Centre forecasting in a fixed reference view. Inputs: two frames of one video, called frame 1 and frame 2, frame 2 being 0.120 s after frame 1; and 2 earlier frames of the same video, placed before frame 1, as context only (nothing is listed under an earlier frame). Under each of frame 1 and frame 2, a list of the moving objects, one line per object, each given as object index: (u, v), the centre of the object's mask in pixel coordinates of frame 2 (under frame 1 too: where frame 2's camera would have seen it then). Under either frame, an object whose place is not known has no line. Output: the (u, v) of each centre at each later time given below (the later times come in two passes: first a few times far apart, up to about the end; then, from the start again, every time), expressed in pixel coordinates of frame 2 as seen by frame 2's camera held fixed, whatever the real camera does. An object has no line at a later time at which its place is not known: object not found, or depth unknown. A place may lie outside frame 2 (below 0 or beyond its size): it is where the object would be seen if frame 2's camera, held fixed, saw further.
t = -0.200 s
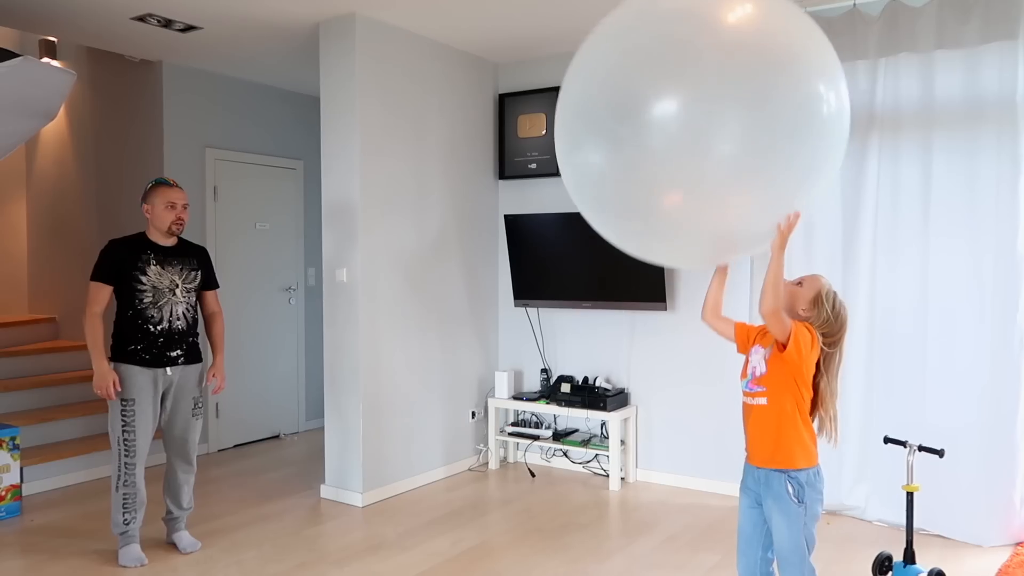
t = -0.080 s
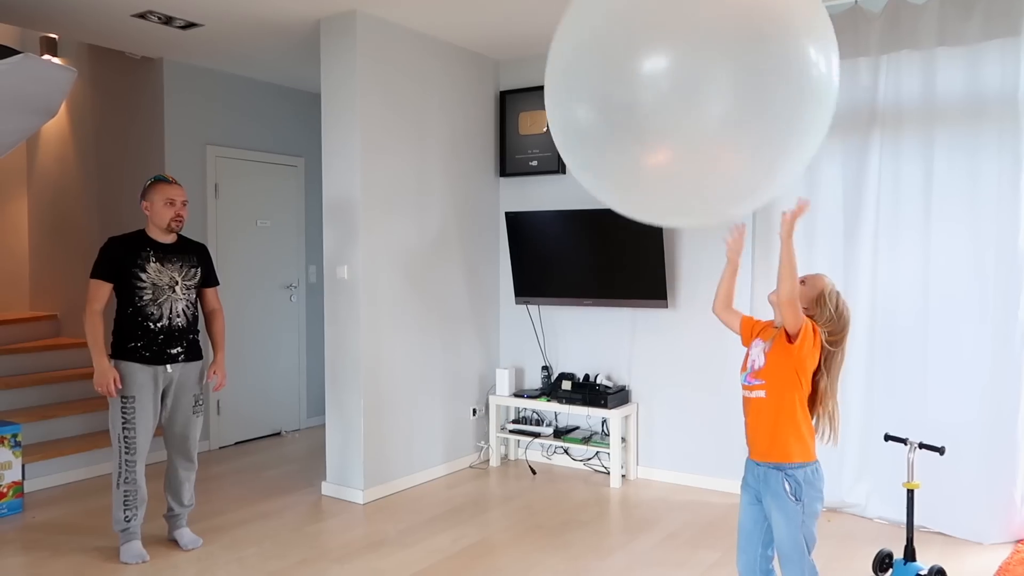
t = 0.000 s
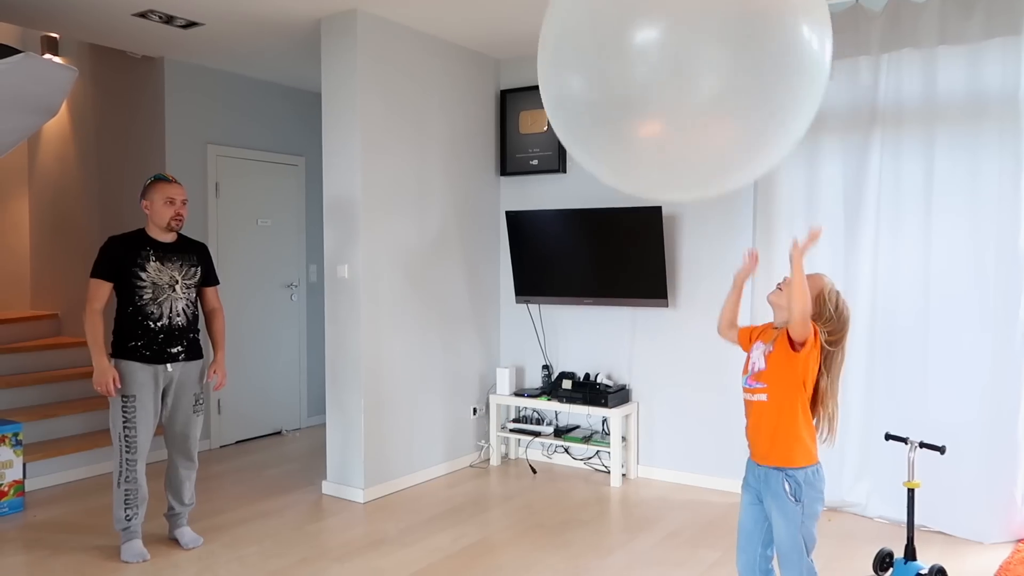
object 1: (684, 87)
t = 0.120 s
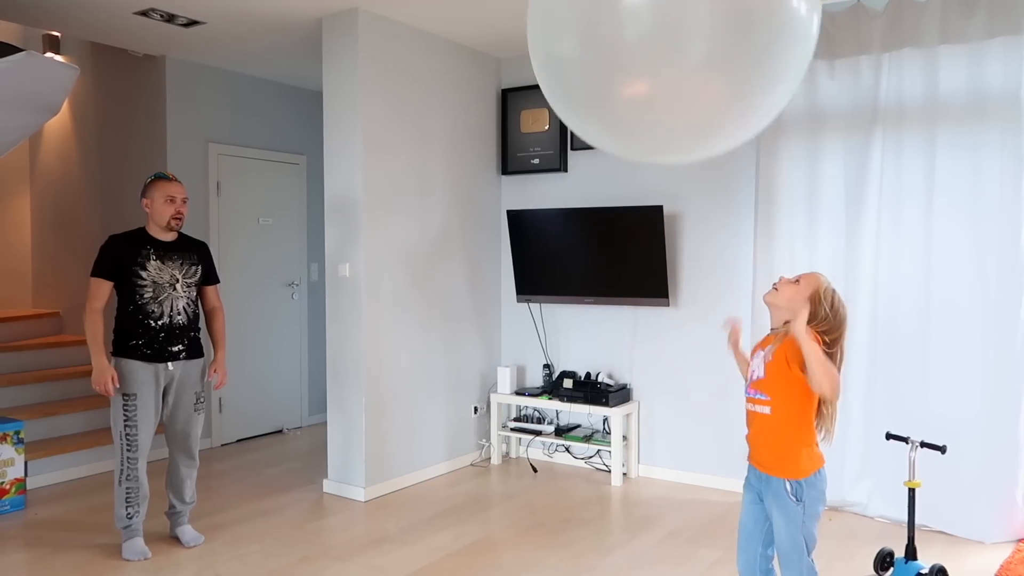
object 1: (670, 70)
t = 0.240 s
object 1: (657, 55)
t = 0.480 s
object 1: (639, 47)
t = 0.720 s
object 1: (626, 73)
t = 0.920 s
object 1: (614, 102)
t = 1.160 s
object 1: (600, 165)
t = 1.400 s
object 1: (586, 238)
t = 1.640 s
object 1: (574, 313)
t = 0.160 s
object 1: (665, 65)
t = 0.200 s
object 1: (661, 60)
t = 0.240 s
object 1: (657, 55)
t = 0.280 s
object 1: (653, 50)
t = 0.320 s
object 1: (648, 45)
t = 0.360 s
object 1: (644, 41)
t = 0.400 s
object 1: (642, 41)
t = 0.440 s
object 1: (641, 43)
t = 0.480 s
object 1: (639, 47)
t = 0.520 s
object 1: (636, 51)
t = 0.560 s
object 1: (635, 54)
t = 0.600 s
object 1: (632, 59)
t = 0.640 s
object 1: (631, 63)
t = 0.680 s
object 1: (628, 69)
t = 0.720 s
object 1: (626, 73)
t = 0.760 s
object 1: (623, 78)
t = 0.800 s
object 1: (620, 84)
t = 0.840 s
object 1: (619, 89)
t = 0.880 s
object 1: (617, 97)
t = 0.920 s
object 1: (614, 102)
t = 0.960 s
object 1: (612, 110)
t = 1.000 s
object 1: (610, 118)
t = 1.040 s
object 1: (608, 127)
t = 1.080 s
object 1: (605, 140)
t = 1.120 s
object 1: (602, 152)
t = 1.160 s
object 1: (600, 165)
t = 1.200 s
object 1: (597, 176)
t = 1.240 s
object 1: (595, 188)
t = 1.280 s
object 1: (593, 201)
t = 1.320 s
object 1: (591, 213)
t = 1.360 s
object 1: (588, 225)
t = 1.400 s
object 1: (586, 238)
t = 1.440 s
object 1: (584, 251)
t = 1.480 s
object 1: (582, 263)
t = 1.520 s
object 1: (580, 275)
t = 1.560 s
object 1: (578, 288)
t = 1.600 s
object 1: (576, 301)
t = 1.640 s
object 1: (574, 313)
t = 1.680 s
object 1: (572, 326)
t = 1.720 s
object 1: (570, 338)
